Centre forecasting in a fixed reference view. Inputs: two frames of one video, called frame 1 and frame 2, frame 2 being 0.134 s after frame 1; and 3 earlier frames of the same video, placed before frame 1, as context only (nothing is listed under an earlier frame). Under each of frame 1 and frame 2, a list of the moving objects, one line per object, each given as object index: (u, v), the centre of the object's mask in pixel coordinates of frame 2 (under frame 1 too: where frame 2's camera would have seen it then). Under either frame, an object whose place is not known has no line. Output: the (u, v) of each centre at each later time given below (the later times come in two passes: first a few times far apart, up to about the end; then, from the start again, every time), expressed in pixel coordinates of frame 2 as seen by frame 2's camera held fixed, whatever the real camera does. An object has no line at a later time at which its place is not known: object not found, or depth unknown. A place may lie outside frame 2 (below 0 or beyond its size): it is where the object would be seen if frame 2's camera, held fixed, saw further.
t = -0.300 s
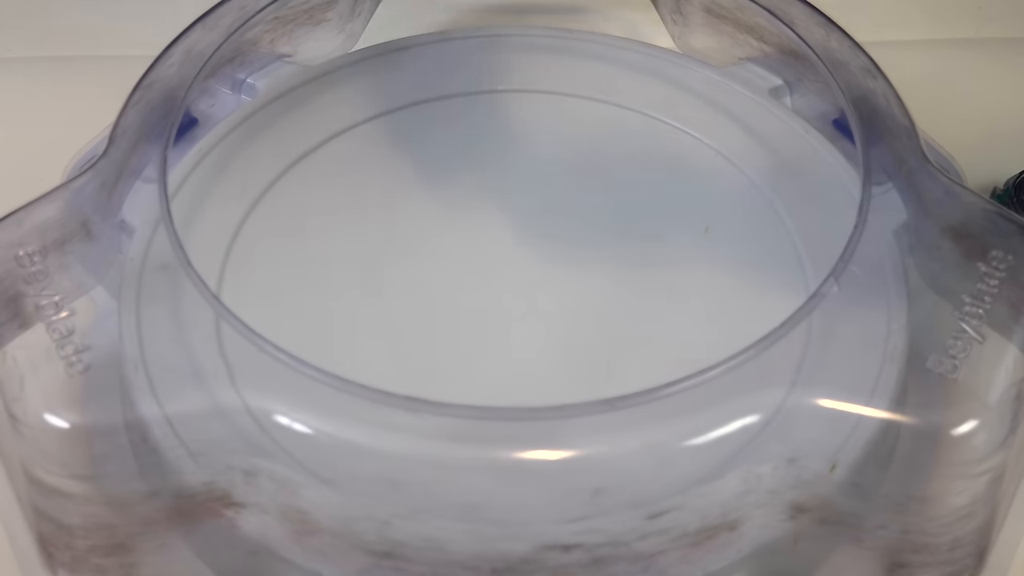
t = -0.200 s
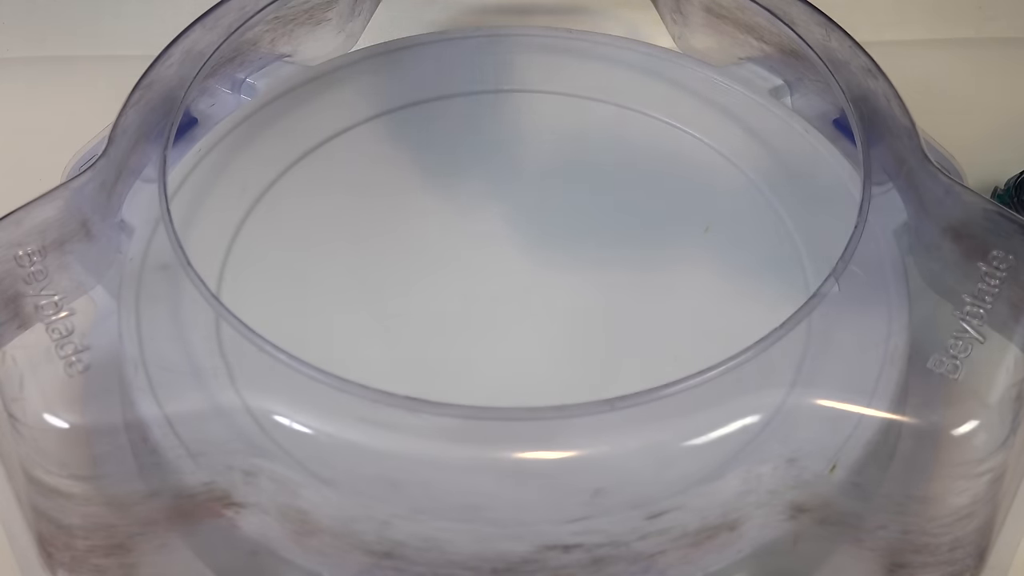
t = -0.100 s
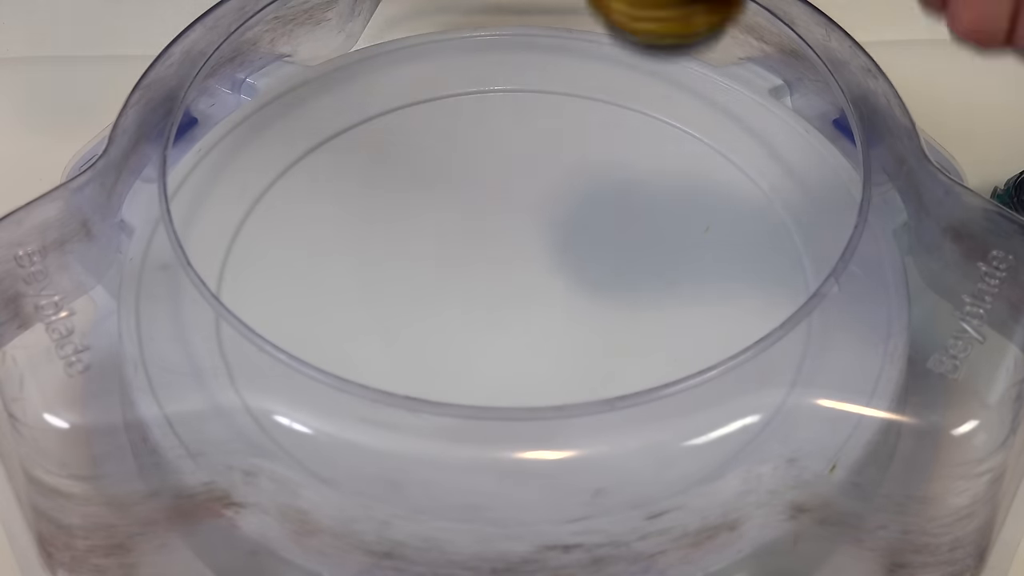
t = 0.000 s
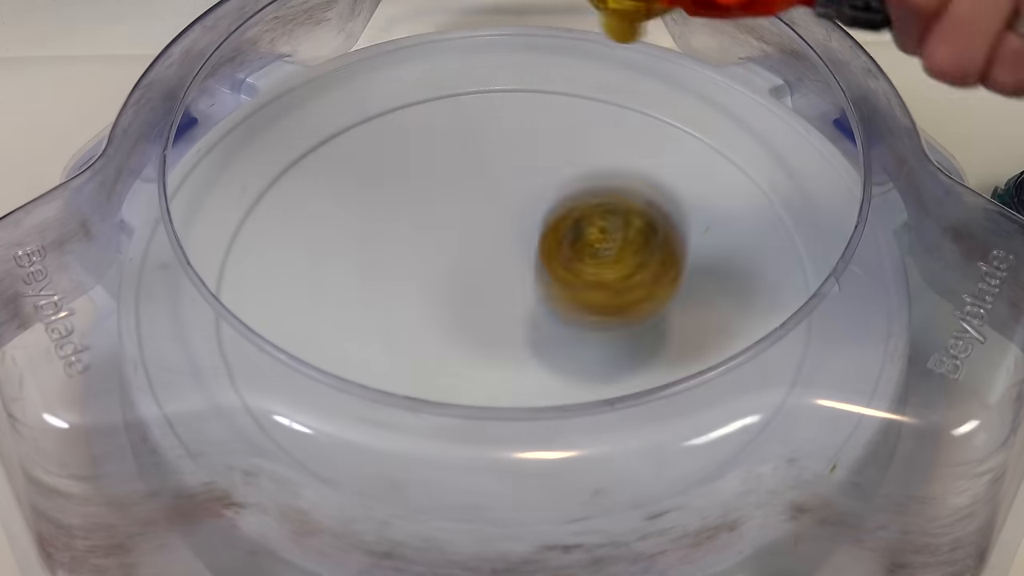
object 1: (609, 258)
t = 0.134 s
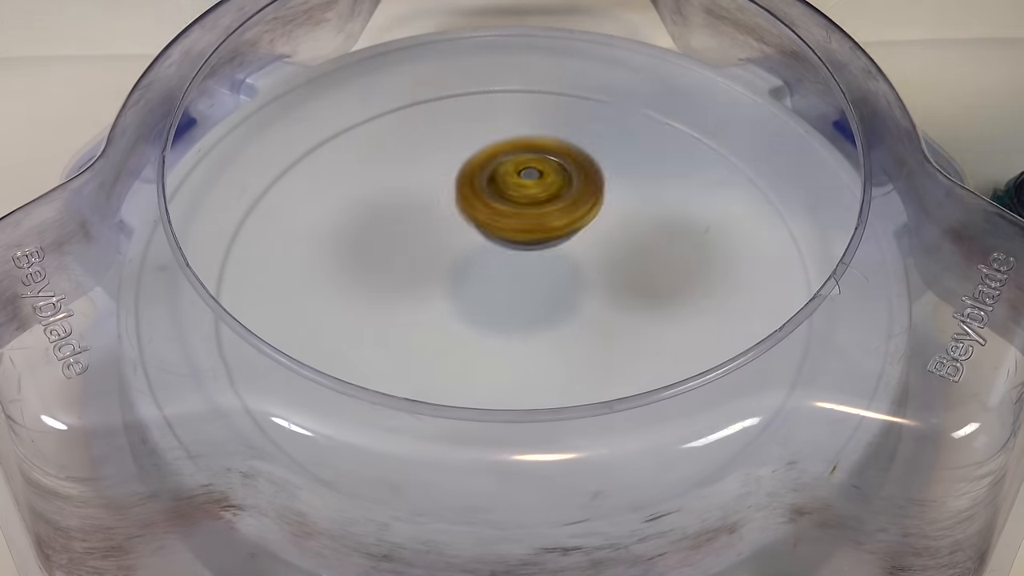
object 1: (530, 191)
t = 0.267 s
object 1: (466, 214)
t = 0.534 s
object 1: (416, 243)
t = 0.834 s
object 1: (516, 356)
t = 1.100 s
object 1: (594, 275)
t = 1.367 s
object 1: (510, 186)
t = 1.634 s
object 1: (414, 272)
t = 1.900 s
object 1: (507, 363)
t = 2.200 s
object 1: (615, 265)
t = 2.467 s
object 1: (513, 189)
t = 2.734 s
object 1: (407, 286)
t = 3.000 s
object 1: (547, 360)
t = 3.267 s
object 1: (613, 270)
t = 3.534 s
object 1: (475, 182)
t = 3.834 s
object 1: (419, 321)
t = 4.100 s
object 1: (587, 359)
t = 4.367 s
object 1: (618, 233)
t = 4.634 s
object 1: (444, 188)
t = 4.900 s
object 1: (389, 340)
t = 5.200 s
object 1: (612, 348)
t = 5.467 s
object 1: (592, 199)
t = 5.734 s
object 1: (452, 222)
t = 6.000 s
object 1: (450, 358)
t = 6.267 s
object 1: (586, 334)
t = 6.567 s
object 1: (582, 194)
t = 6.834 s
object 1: (445, 256)
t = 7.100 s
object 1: (471, 354)
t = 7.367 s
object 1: (616, 293)
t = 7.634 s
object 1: (544, 204)
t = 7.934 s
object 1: (453, 300)
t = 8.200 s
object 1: (561, 324)
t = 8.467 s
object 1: (570, 244)
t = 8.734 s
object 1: (444, 275)
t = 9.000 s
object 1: (521, 366)
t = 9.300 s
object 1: (641, 253)
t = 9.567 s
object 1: (465, 188)
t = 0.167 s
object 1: (509, 200)
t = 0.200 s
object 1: (491, 232)
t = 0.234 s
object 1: (477, 228)
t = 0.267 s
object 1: (466, 214)
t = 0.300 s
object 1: (455, 218)
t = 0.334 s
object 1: (446, 209)
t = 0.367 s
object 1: (439, 212)
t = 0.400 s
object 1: (432, 213)
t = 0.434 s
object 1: (426, 216)
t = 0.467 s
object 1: (421, 222)
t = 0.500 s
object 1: (417, 228)
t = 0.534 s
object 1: (416, 243)
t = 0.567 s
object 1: (418, 247)
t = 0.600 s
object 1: (424, 273)
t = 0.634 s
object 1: (433, 280)
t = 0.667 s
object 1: (444, 305)
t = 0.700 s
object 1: (456, 318)
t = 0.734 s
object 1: (470, 334)
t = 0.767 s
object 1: (484, 346)
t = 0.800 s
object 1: (500, 353)
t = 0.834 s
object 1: (516, 356)
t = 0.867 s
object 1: (532, 356)
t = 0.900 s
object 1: (548, 353)
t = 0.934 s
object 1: (562, 347)
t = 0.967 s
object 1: (574, 337)
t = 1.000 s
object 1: (583, 321)
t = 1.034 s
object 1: (589, 308)
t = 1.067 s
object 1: (593, 291)
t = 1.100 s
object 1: (594, 275)
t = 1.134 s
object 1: (591, 261)
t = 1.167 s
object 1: (585, 243)
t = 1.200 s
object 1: (577, 225)
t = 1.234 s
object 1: (566, 214)
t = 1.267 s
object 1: (553, 200)
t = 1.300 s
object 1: (540, 194)
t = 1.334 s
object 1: (525, 185)
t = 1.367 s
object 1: (510, 186)
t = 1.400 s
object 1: (494, 185)
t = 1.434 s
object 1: (478, 192)
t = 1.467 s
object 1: (464, 194)
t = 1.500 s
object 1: (451, 204)
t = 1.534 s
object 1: (439, 221)
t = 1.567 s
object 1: (429, 232)
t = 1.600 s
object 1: (421, 253)
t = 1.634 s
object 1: (414, 272)
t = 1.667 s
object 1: (410, 290)
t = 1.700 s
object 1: (412, 308)
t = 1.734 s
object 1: (419, 325)
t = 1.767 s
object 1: (430, 340)
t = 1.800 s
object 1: (446, 350)
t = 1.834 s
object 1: (465, 357)
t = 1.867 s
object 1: (486, 360)
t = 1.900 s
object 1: (507, 363)
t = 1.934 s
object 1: (528, 359)
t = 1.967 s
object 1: (548, 357)
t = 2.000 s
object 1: (568, 350)
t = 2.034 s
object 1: (583, 336)
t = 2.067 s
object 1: (597, 324)
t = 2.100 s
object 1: (606, 308)
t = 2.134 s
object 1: (612, 294)
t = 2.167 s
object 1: (615, 278)
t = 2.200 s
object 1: (615, 265)
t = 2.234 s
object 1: (613, 253)
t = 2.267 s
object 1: (605, 233)
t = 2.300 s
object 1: (596, 227)
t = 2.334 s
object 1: (584, 215)
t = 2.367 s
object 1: (569, 206)
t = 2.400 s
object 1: (552, 195)
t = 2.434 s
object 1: (533, 193)
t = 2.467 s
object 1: (513, 189)
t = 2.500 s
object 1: (493, 191)
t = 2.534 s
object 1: (473, 198)
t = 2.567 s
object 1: (456, 205)
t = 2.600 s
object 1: (440, 217)
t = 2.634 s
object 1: (426, 233)
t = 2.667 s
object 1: (416, 250)
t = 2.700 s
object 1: (409, 267)
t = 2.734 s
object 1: (407, 286)
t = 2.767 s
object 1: (411, 305)
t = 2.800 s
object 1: (420, 323)
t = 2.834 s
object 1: (435, 336)
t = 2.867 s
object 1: (454, 350)
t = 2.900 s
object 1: (476, 356)
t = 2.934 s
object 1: (500, 358)
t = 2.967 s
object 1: (524, 364)
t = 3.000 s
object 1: (547, 360)
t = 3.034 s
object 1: (569, 359)
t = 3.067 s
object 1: (589, 352)
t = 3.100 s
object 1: (605, 343)
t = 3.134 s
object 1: (615, 332)
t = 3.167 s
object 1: (621, 319)
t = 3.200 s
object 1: (622, 301)
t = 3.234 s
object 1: (620, 292)
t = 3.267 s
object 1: (613, 270)
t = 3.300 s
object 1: (602, 254)
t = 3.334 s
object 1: (589, 239)
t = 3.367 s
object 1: (573, 224)
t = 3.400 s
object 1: (553, 210)
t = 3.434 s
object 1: (532, 197)
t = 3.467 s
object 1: (513, 190)
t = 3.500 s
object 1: (494, 184)
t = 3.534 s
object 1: (475, 182)
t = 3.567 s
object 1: (459, 185)
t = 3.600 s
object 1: (444, 192)
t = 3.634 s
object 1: (431, 205)
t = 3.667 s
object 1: (420, 220)
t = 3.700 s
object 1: (410, 238)
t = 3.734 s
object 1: (405, 260)
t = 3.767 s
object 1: (405, 279)
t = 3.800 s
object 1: (411, 295)
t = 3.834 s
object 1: (419, 321)
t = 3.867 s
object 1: (432, 337)
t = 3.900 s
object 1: (452, 351)
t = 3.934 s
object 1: (475, 358)
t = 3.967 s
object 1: (497, 363)
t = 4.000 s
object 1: (520, 367)
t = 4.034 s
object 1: (544, 368)
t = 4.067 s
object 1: (567, 365)
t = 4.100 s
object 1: (587, 359)
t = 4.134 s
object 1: (605, 353)
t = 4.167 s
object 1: (618, 341)
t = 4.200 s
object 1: (629, 332)
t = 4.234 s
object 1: (636, 311)
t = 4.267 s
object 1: (636, 292)
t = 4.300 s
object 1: (635, 273)
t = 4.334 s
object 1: (627, 252)
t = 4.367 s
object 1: (618, 233)
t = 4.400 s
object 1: (604, 216)
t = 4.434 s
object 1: (586, 202)
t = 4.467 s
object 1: (562, 189)
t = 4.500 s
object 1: (539, 180)
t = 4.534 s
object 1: (514, 177)
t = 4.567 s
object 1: (490, 178)
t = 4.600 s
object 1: (468, 178)
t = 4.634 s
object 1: (444, 188)
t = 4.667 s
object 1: (422, 201)
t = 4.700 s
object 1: (401, 213)
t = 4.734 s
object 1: (384, 233)
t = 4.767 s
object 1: (373, 252)
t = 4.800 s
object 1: (365, 275)
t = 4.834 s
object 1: (367, 298)
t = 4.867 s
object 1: (373, 322)
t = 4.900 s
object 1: (389, 340)
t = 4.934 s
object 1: (412, 354)
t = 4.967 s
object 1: (433, 379)
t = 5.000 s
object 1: (460, 389)
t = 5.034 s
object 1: (488, 390)
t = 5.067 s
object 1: (516, 393)
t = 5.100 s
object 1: (543, 384)
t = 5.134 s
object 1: (568, 368)
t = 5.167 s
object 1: (590, 359)
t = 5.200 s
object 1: (612, 348)
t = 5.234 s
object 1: (627, 332)
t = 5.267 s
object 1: (635, 311)
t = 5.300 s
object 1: (641, 290)
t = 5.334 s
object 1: (640, 272)
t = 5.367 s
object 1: (635, 250)
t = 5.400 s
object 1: (625, 231)
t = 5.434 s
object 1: (609, 214)
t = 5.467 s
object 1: (592, 199)
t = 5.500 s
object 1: (574, 184)
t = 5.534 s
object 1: (555, 178)
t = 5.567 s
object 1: (538, 173)
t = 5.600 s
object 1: (519, 172)
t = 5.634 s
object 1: (502, 180)
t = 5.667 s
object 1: (484, 190)
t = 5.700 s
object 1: (467, 200)
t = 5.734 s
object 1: (452, 222)
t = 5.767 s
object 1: (439, 239)
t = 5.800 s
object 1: (430, 258)
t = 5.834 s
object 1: (422, 278)
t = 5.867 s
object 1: (419, 300)
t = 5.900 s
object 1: (419, 320)
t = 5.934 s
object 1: (425, 339)
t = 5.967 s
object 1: (436, 351)
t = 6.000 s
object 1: (450, 358)
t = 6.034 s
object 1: (467, 365)
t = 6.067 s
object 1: (484, 369)
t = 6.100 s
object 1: (499, 369)
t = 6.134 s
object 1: (516, 369)
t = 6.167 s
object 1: (533, 366)
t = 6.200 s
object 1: (550, 359)
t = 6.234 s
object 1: (569, 351)
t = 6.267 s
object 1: (586, 334)
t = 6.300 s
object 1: (598, 314)
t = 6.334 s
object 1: (608, 293)
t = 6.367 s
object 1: (613, 269)
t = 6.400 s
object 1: (616, 251)
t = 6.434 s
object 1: (615, 233)
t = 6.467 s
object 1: (610, 220)
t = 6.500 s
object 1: (602, 204)
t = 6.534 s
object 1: (592, 198)
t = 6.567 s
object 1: (582, 194)
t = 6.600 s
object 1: (569, 190)
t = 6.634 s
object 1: (554, 191)
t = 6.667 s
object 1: (539, 200)
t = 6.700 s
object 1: (521, 207)
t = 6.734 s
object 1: (501, 216)
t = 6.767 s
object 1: (481, 227)
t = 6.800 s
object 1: (462, 242)
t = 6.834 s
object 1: (445, 256)
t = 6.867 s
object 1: (432, 271)
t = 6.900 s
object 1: (424, 287)
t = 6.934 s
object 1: (422, 304)
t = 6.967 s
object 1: (423, 320)
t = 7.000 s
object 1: (428, 331)
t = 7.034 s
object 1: (439, 342)
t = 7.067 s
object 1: (454, 349)
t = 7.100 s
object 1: (471, 354)
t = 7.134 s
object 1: (491, 354)
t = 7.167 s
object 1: (514, 355)
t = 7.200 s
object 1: (537, 351)
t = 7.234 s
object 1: (558, 343)
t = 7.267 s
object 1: (578, 335)
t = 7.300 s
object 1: (595, 323)
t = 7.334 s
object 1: (608, 309)
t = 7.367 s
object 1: (616, 293)
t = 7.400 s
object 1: (622, 280)
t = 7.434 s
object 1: (623, 263)
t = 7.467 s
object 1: (621, 249)
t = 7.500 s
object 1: (613, 237)
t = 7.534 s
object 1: (601, 226)
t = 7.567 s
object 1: (585, 216)
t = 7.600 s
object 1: (565, 209)
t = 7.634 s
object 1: (544, 204)
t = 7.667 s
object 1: (522, 203)
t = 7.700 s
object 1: (502, 206)
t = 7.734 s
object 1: (485, 212)
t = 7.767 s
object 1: (471, 221)
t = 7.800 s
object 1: (460, 234)
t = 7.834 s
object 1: (453, 251)
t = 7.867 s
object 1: (449, 269)
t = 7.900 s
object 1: (448, 286)
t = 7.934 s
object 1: (453, 300)
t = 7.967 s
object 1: (462, 314)
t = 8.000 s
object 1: (474, 325)
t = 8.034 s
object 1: (490, 333)
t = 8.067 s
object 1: (506, 336)
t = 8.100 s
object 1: (523, 337)
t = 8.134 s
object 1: (538, 334)
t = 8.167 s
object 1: (551, 329)
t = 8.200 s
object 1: (561, 324)
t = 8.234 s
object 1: (569, 316)
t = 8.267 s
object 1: (578, 306)
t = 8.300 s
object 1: (585, 295)
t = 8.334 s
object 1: (590, 283)
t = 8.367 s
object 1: (592, 271)
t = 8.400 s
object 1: (589, 261)
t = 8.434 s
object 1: (582, 251)
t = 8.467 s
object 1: (570, 244)
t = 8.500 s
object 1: (555, 238)
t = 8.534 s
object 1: (538, 235)
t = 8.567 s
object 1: (520, 235)
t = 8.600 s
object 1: (502, 238)
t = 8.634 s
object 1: (485, 243)
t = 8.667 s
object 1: (469, 252)
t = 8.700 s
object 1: (455, 263)
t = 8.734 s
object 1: (444, 275)
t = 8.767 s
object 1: (436, 290)
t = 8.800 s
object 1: (434, 306)
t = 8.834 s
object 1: (436, 322)
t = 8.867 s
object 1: (444, 337)
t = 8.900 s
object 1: (458, 349)
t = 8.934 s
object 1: (476, 358)
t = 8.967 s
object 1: (497, 363)
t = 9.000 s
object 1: (521, 366)
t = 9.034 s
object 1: (545, 366)
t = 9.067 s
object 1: (570, 362)
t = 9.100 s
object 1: (593, 356)
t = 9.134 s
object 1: (615, 346)
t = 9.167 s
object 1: (632, 333)
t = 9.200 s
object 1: (643, 314)
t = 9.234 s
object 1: (649, 293)
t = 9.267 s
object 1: (648, 273)
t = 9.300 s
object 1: (641, 253)
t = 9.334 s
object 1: (629, 235)
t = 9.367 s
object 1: (611, 219)
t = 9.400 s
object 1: (590, 205)
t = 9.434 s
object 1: (566, 195)
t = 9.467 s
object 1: (541, 188)
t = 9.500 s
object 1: (514, 185)
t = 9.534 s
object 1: (488, 185)
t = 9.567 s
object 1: (465, 188)
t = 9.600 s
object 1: (443, 195)
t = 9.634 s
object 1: (425, 205)
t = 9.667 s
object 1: (410, 217)
